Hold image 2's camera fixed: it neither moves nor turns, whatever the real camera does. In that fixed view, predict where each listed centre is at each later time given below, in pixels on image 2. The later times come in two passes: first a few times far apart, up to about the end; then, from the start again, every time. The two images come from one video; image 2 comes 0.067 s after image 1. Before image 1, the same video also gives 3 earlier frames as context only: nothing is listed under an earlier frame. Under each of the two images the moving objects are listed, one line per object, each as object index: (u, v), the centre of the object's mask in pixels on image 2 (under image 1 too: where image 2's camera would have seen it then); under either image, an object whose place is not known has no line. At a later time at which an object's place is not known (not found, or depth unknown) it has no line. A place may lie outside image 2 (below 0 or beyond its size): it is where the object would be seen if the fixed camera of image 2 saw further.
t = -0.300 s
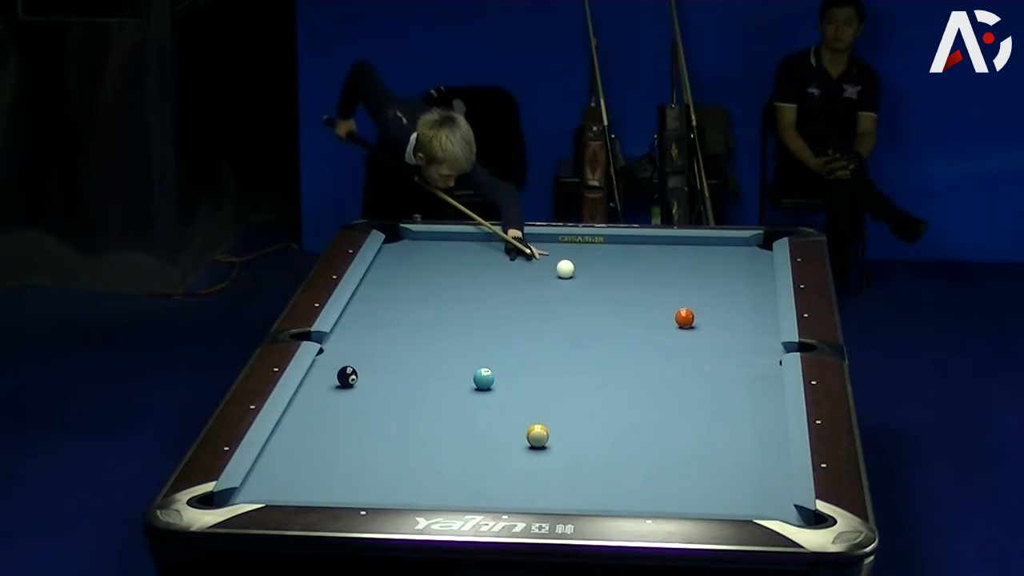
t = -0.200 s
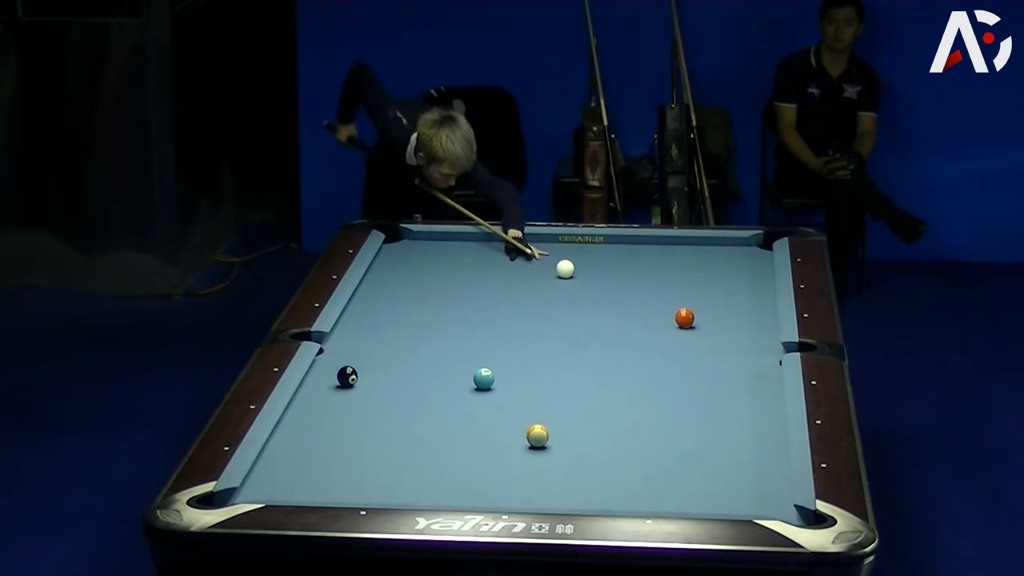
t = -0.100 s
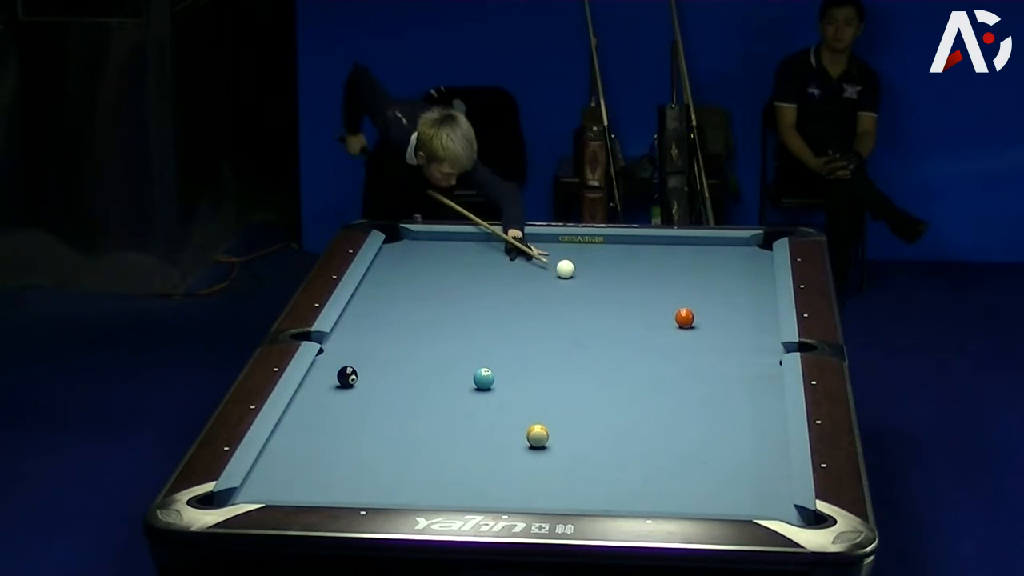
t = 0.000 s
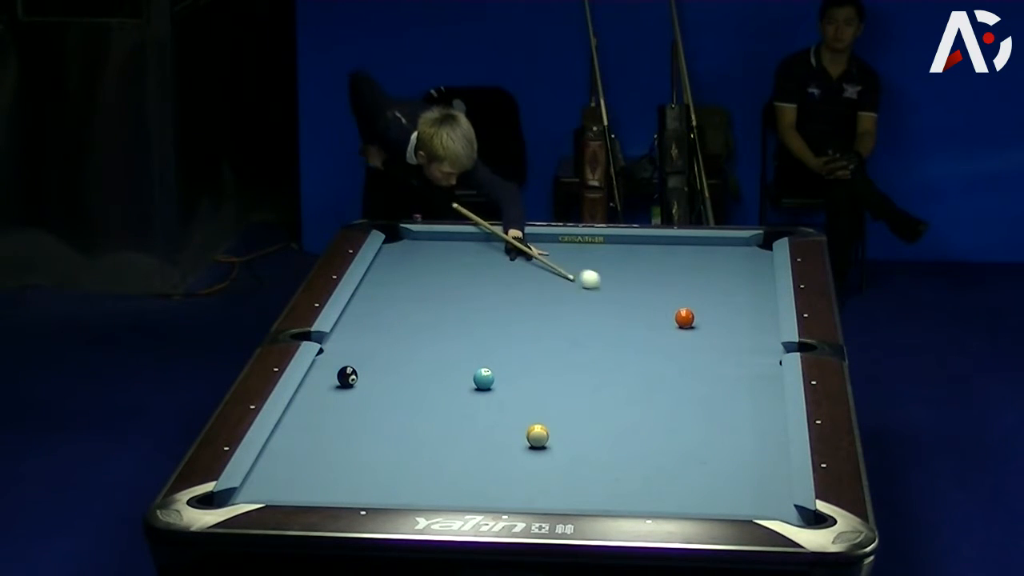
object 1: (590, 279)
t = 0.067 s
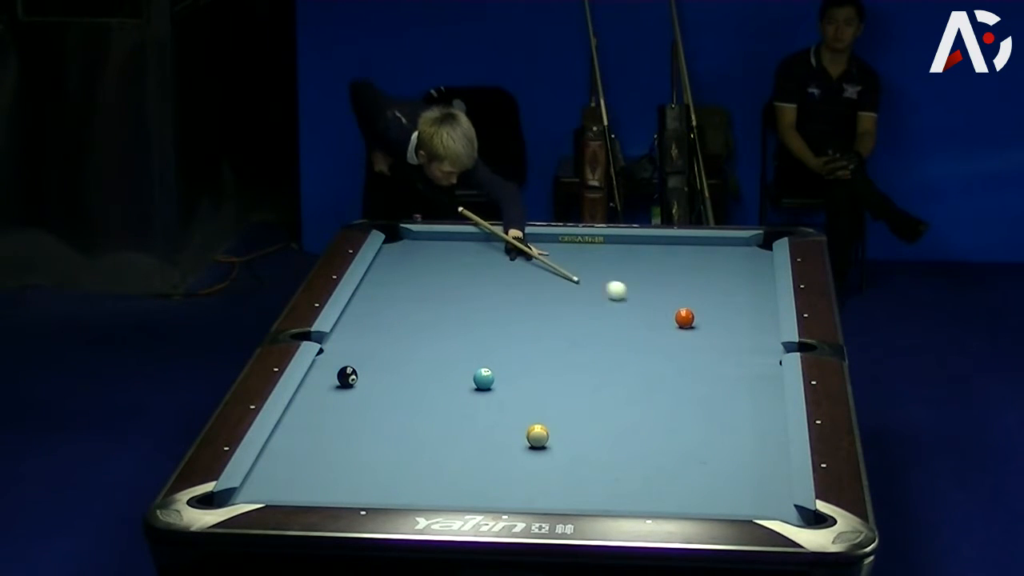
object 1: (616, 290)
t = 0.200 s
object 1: (666, 311)
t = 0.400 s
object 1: (667, 314)
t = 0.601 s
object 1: (661, 315)
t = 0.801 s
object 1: (657, 316)
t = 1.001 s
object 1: (654, 316)
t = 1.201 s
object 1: (651, 316)
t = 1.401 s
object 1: (650, 316)
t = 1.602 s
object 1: (649, 316)
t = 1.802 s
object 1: (649, 316)
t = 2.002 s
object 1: (650, 316)
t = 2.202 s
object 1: (650, 316)
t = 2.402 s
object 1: (650, 316)
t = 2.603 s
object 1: (650, 316)
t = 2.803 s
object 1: (650, 316)
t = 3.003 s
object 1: (650, 316)
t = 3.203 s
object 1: (650, 316)
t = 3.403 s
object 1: (650, 316)
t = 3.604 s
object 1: (650, 316)
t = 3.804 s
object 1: (650, 316)
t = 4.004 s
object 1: (650, 316)
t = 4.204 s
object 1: (650, 316)
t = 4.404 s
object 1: (650, 316)
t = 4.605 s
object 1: (650, 316)
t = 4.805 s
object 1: (650, 316)
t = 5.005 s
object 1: (650, 316)
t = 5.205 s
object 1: (650, 316)
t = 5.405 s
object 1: (650, 316)
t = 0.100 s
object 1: (629, 296)
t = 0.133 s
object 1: (642, 301)
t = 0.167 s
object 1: (654, 306)
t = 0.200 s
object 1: (666, 311)
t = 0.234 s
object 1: (672, 314)
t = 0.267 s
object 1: (670, 314)
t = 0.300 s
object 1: (669, 314)
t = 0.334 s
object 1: (668, 314)
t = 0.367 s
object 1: (667, 314)
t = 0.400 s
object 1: (667, 314)
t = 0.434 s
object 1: (665, 314)
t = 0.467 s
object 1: (665, 315)
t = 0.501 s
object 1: (664, 315)
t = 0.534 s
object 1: (663, 315)
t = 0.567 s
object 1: (662, 315)
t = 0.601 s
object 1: (661, 315)
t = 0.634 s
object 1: (660, 315)
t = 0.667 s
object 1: (660, 315)
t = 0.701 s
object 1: (659, 315)
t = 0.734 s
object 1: (659, 315)
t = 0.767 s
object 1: (658, 316)
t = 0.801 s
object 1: (657, 316)
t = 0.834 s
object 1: (657, 316)
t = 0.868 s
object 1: (656, 316)
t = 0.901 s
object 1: (656, 316)
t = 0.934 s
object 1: (655, 316)
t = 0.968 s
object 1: (654, 316)
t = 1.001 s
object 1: (654, 316)
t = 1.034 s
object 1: (653, 316)
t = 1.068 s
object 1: (653, 316)
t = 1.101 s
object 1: (652, 316)
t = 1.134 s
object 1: (652, 316)
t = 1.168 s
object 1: (651, 316)
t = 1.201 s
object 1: (651, 316)
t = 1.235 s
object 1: (651, 316)
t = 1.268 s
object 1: (651, 316)
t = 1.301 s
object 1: (650, 316)
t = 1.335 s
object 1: (650, 316)
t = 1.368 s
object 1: (650, 316)
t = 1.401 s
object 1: (650, 316)
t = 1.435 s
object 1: (649, 316)
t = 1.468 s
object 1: (649, 316)
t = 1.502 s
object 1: (649, 316)
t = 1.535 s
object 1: (649, 316)
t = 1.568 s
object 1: (649, 316)
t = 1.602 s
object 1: (649, 316)
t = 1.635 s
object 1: (649, 316)
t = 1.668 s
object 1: (649, 316)
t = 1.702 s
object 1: (649, 316)
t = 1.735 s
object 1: (649, 316)
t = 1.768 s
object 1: (649, 316)
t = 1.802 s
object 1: (649, 316)
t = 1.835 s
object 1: (650, 316)
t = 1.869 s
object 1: (649, 316)
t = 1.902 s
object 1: (649, 316)
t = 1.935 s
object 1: (650, 316)
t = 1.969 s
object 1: (650, 316)
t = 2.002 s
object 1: (650, 316)
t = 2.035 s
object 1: (650, 316)
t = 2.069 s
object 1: (650, 316)
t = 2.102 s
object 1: (650, 316)
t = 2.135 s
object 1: (650, 316)
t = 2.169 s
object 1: (650, 316)
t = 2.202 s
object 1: (650, 316)
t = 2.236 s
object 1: (650, 316)
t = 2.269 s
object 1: (650, 316)
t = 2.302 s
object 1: (650, 316)
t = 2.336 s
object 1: (650, 316)
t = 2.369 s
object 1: (650, 316)
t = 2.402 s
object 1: (650, 316)
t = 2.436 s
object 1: (650, 316)
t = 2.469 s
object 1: (650, 316)
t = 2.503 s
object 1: (650, 316)
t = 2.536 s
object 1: (650, 316)
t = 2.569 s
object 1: (650, 316)
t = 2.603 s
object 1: (650, 316)
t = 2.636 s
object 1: (650, 316)
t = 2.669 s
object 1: (650, 316)
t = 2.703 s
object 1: (650, 316)
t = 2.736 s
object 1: (650, 316)
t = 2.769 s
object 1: (650, 316)
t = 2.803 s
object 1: (650, 316)
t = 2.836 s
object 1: (650, 316)
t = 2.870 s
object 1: (650, 316)
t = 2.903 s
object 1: (650, 316)
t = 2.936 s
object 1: (650, 316)
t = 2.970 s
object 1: (650, 316)
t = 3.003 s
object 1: (650, 316)
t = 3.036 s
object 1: (650, 316)
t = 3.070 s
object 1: (650, 316)
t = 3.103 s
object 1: (650, 316)
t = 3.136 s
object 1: (650, 316)
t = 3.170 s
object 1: (650, 316)
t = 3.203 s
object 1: (650, 316)
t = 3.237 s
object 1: (650, 316)
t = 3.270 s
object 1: (650, 316)
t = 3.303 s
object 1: (650, 316)
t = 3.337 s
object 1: (650, 316)
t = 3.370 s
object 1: (650, 316)
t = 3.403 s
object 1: (650, 316)
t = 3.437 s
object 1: (650, 316)
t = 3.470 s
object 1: (650, 316)
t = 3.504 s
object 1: (650, 316)
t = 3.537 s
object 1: (650, 316)
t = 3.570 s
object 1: (650, 316)
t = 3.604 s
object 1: (650, 316)
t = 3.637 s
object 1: (650, 316)
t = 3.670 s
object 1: (650, 316)
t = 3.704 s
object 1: (650, 316)
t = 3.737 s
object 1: (650, 316)
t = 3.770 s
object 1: (650, 316)
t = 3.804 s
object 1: (650, 316)
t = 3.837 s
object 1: (650, 316)
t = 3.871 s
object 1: (650, 316)
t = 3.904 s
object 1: (650, 316)
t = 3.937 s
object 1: (650, 316)
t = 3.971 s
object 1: (650, 316)
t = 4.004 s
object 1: (650, 316)
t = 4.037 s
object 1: (650, 316)
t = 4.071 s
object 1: (650, 316)
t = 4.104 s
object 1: (650, 316)
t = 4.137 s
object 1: (650, 316)
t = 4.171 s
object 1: (650, 316)
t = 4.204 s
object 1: (650, 316)
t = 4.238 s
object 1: (650, 316)
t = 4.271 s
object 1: (650, 316)
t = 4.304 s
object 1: (650, 316)
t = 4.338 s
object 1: (650, 316)
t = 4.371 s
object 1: (650, 316)
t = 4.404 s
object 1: (650, 316)
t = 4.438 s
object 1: (650, 316)
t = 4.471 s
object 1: (650, 316)
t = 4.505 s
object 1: (650, 316)
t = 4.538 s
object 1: (650, 316)
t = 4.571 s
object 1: (650, 316)
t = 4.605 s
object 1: (650, 316)
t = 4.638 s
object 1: (650, 316)
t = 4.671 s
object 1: (650, 316)
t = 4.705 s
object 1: (650, 316)
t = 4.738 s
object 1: (650, 316)
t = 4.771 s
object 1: (650, 316)
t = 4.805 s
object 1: (650, 316)
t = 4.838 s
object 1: (650, 316)
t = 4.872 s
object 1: (650, 316)
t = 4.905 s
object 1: (650, 316)
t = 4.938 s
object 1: (650, 316)
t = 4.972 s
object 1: (650, 316)
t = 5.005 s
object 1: (650, 316)
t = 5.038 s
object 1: (650, 316)
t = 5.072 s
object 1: (650, 316)
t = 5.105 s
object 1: (650, 316)
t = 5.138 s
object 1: (650, 316)
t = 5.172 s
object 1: (650, 316)
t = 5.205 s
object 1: (650, 316)
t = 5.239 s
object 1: (650, 316)
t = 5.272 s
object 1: (650, 316)
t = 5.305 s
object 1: (650, 316)
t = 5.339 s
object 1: (650, 316)
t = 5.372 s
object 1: (650, 316)
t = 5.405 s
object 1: (650, 316)
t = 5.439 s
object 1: (650, 316)
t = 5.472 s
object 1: (650, 316)
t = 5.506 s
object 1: (650, 316)
